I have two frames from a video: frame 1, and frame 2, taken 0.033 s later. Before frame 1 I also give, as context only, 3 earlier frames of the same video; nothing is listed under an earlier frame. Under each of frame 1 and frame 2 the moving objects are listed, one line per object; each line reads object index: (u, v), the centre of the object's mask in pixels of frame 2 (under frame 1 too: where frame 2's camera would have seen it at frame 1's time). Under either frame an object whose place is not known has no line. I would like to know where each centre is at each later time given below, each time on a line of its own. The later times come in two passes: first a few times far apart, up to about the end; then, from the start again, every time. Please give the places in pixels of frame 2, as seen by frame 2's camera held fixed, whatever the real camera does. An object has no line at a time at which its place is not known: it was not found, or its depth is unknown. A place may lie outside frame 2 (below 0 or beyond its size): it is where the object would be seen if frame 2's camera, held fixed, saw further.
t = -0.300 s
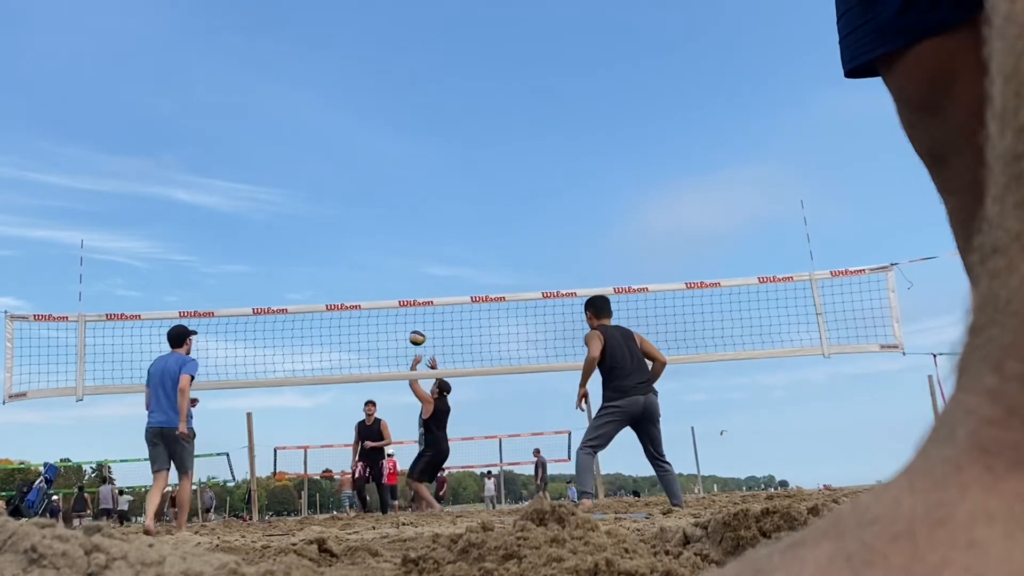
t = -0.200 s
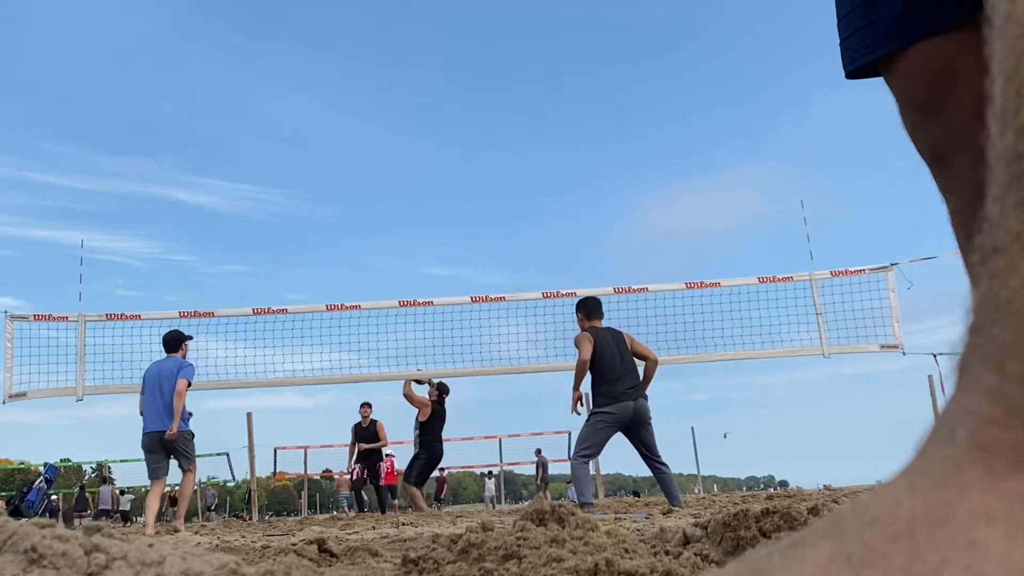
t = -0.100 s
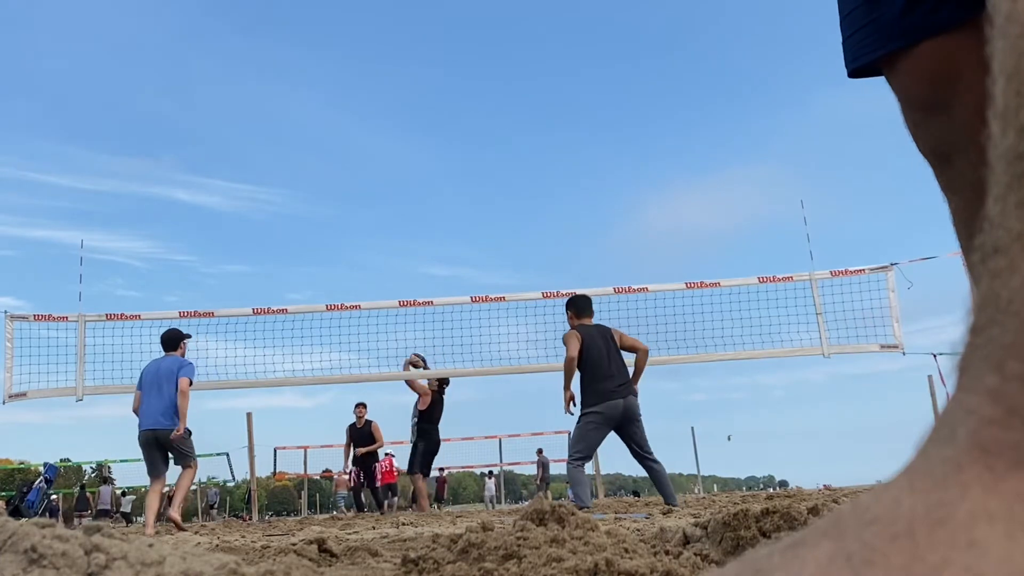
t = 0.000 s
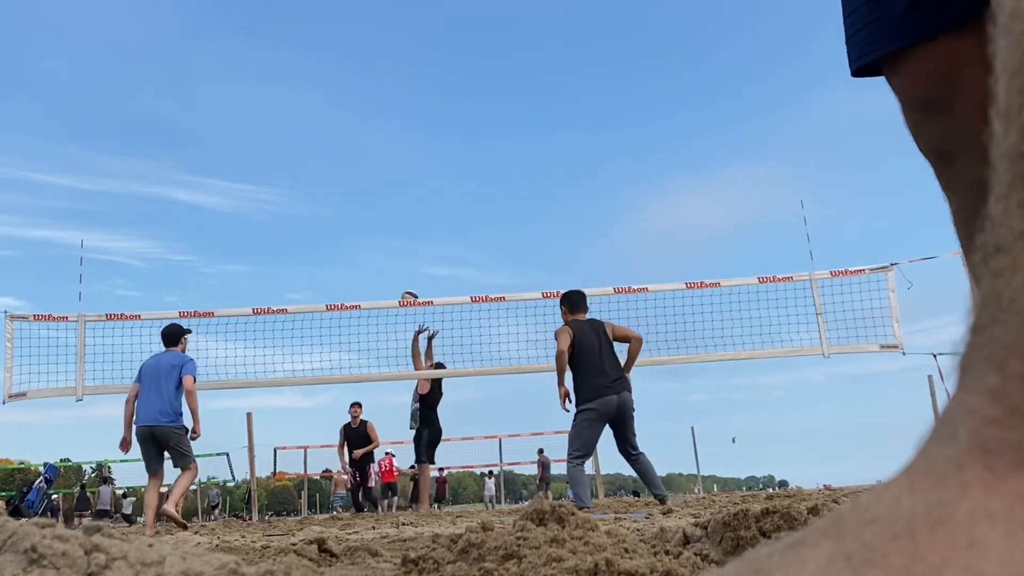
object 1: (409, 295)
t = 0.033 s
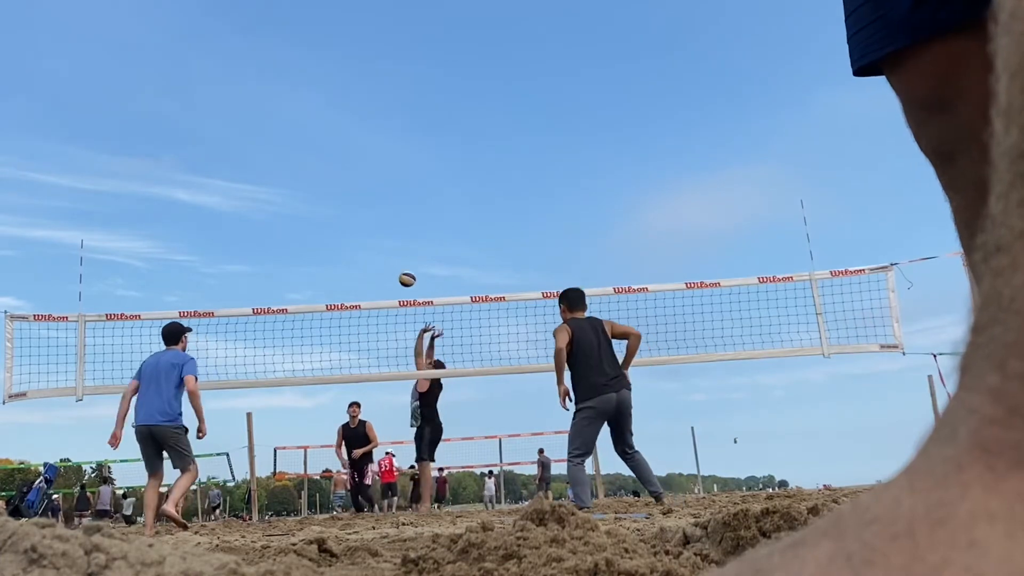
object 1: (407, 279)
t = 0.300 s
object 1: (387, 167)
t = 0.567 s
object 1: (367, 111)
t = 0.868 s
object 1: (347, 112)
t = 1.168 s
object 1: (328, 176)
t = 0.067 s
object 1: (404, 261)
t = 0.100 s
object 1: (402, 245)
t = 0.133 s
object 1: (400, 229)
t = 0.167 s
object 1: (397, 215)
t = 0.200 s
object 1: (395, 201)
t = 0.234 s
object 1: (392, 189)
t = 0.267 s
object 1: (389, 177)
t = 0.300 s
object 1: (387, 167)
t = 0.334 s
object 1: (384, 157)
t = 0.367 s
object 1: (382, 148)
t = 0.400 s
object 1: (379, 140)
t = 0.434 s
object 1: (377, 132)
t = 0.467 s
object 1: (375, 126)
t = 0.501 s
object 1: (372, 120)
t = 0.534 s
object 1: (370, 115)
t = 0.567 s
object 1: (367, 111)
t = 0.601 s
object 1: (365, 108)
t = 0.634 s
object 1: (363, 106)
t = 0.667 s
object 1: (360, 104)
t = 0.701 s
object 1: (358, 103)
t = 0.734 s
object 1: (356, 103)
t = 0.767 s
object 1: (354, 104)
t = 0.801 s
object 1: (352, 106)
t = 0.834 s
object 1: (349, 108)
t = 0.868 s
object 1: (347, 112)
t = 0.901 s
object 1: (345, 115)
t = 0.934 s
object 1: (343, 120)
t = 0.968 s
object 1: (341, 126)
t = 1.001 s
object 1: (338, 132)
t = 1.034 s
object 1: (336, 140)
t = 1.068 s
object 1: (334, 148)
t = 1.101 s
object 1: (332, 156)
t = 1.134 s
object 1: (330, 166)
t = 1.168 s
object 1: (328, 176)
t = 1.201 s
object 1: (325, 188)
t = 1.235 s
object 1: (323, 199)
